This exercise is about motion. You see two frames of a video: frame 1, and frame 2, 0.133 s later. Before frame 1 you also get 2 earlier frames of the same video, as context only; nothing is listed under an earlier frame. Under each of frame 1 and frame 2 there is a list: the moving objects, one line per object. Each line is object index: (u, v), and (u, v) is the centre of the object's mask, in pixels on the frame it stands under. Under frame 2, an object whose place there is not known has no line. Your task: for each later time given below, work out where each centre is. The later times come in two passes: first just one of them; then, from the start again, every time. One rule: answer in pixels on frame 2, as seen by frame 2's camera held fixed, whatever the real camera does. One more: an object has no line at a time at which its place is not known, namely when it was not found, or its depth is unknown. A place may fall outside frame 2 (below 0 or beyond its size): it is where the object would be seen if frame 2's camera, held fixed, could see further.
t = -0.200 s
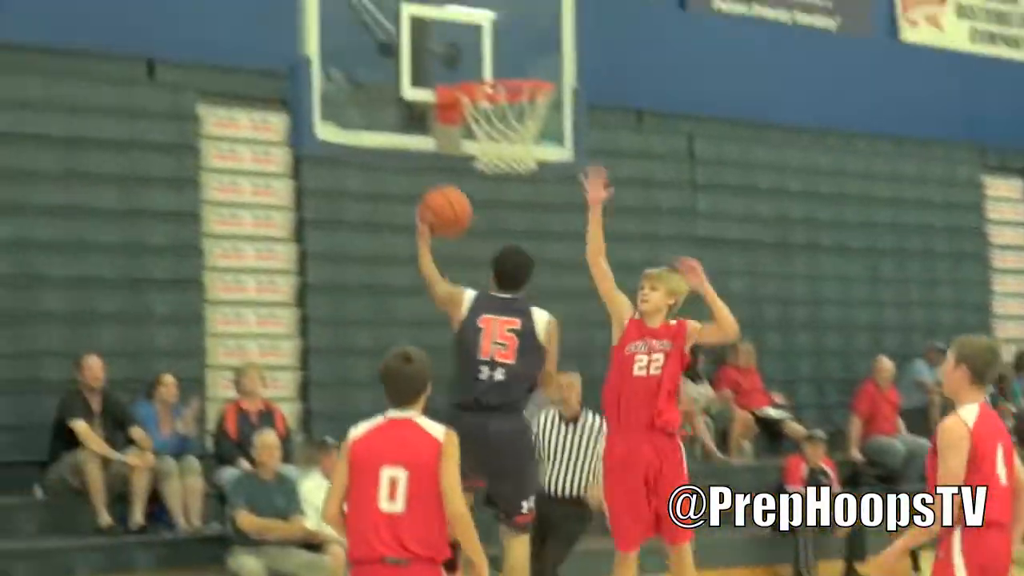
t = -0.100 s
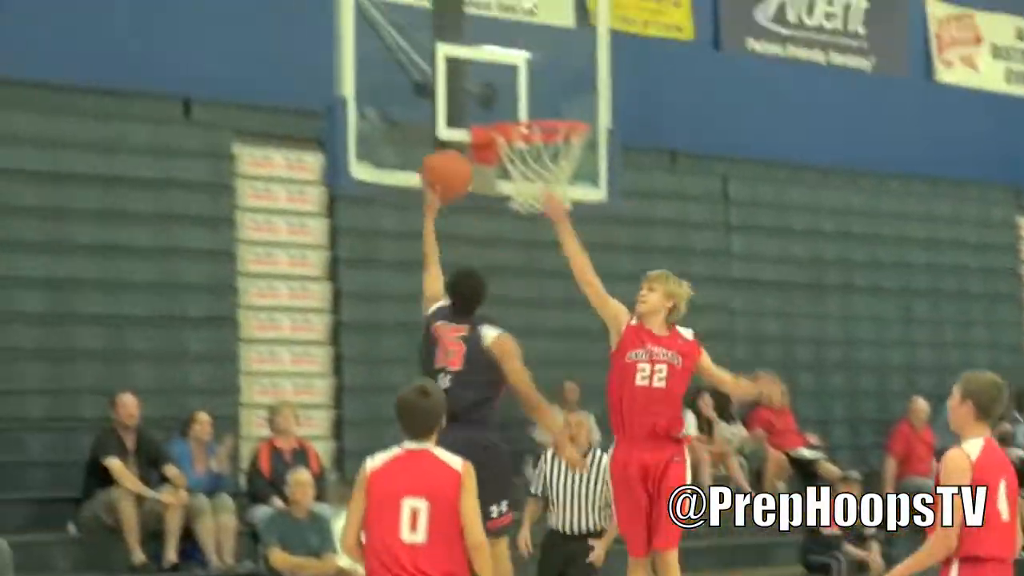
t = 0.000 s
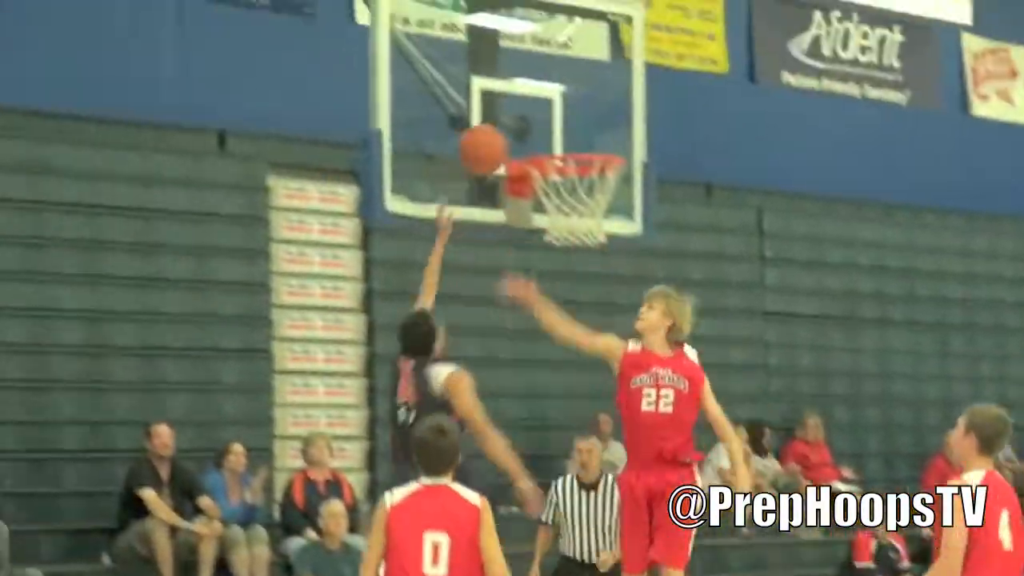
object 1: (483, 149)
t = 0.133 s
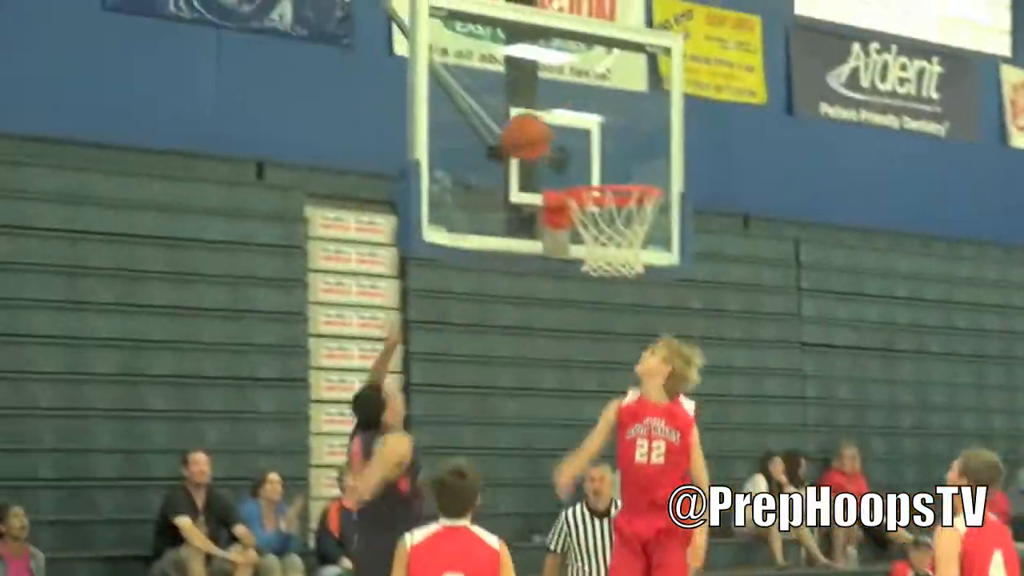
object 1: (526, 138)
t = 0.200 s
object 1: (553, 128)
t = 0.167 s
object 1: (541, 131)
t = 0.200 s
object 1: (553, 128)
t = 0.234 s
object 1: (566, 124)
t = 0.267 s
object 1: (579, 124)
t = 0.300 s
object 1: (592, 126)
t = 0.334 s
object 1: (604, 131)
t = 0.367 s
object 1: (618, 137)
